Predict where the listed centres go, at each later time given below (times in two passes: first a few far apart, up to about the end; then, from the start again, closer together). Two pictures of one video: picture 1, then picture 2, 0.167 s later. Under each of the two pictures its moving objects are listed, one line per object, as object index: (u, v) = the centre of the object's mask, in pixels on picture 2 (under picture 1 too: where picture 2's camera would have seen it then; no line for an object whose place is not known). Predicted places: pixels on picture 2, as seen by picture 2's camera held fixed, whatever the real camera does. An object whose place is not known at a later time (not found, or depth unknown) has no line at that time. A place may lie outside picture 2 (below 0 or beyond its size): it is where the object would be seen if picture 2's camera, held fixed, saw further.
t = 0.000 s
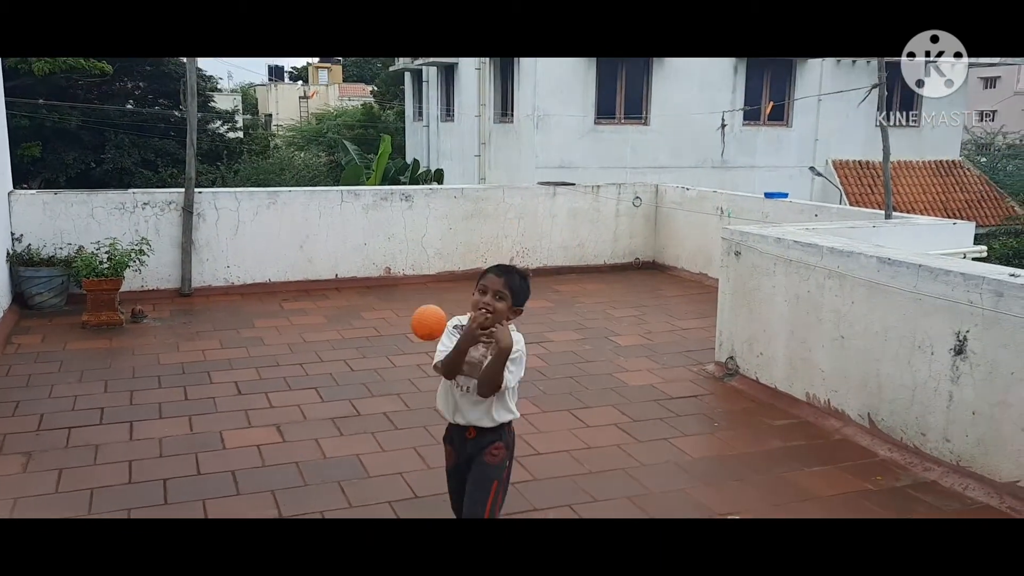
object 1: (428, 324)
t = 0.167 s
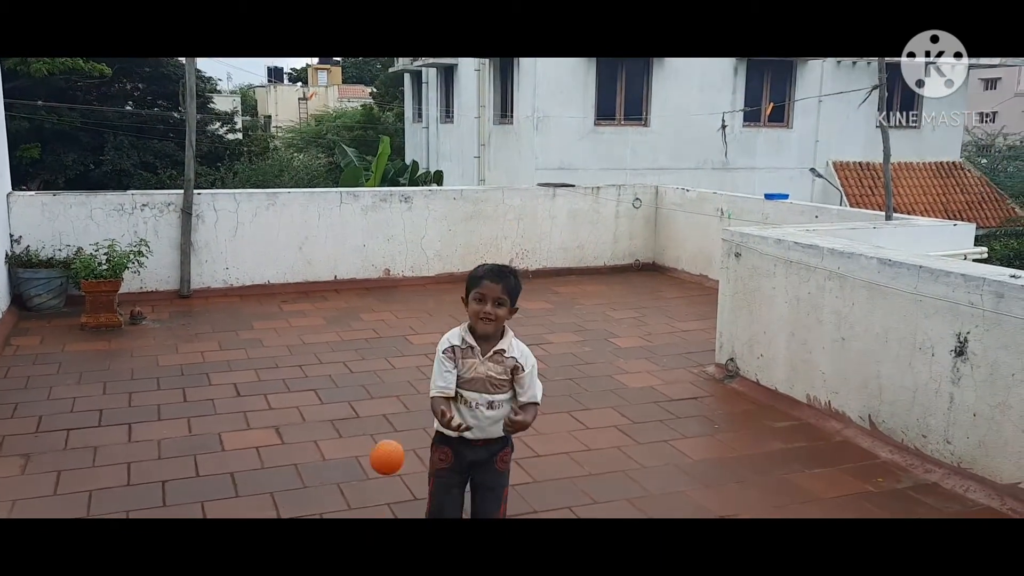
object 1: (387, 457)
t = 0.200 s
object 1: (380, 492)
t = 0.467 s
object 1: (333, 399)
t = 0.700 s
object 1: (298, 414)
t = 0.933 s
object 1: (265, 458)
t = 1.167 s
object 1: (230, 430)
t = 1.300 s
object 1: (212, 479)
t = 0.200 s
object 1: (380, 492)
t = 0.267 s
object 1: (367, 505)
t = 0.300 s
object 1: (362, 482)
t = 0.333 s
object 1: (357, 460)
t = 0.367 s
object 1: (351, 440)
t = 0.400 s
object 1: (345, 424)
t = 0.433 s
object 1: (339, 410)
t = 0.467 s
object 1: (333, 399)
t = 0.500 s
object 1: (328, 392)
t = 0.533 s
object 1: (323, 388)
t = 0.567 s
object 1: (317, 387)
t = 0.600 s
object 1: (313, 389)
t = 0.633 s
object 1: (308, 395)
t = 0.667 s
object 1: (302, 403)
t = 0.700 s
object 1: (298, 414)
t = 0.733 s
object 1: (293, 428)
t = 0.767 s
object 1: (289, 445)
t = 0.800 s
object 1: (284, 465)
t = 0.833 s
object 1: (280, 487)
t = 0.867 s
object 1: (275, 492)
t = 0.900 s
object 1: (270, 474)
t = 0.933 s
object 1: (265, 458)
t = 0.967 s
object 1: (259, 446)
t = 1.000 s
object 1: (254, 436)
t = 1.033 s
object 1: (249, 429)
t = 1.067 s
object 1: (244, 425)
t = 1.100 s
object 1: (239, 424)
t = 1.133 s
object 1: (234, 425)
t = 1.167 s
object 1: (230, 430)
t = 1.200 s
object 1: (225, 438)
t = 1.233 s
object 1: (221, 448)
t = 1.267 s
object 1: (216, 462)
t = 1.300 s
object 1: (212, 479)
